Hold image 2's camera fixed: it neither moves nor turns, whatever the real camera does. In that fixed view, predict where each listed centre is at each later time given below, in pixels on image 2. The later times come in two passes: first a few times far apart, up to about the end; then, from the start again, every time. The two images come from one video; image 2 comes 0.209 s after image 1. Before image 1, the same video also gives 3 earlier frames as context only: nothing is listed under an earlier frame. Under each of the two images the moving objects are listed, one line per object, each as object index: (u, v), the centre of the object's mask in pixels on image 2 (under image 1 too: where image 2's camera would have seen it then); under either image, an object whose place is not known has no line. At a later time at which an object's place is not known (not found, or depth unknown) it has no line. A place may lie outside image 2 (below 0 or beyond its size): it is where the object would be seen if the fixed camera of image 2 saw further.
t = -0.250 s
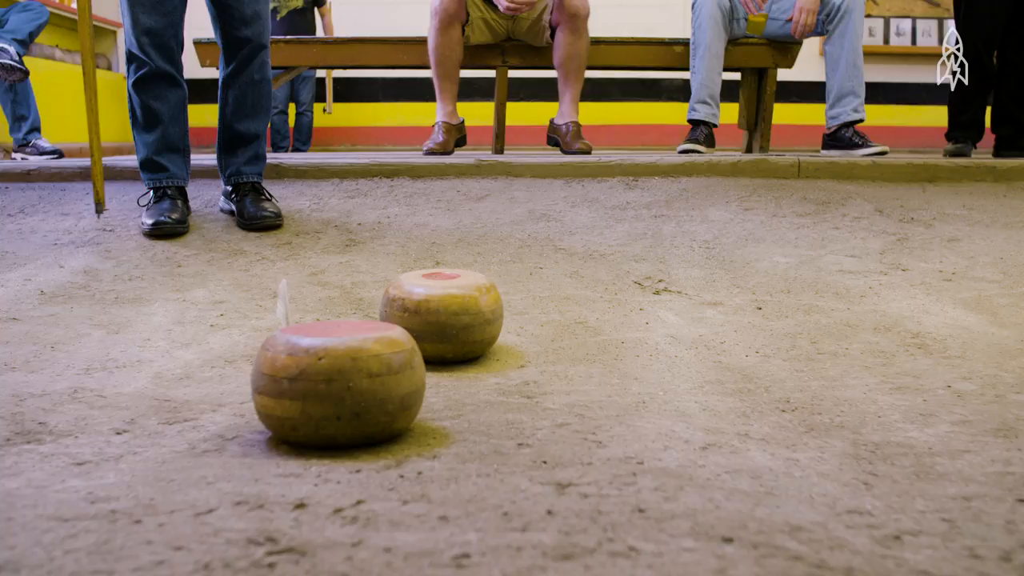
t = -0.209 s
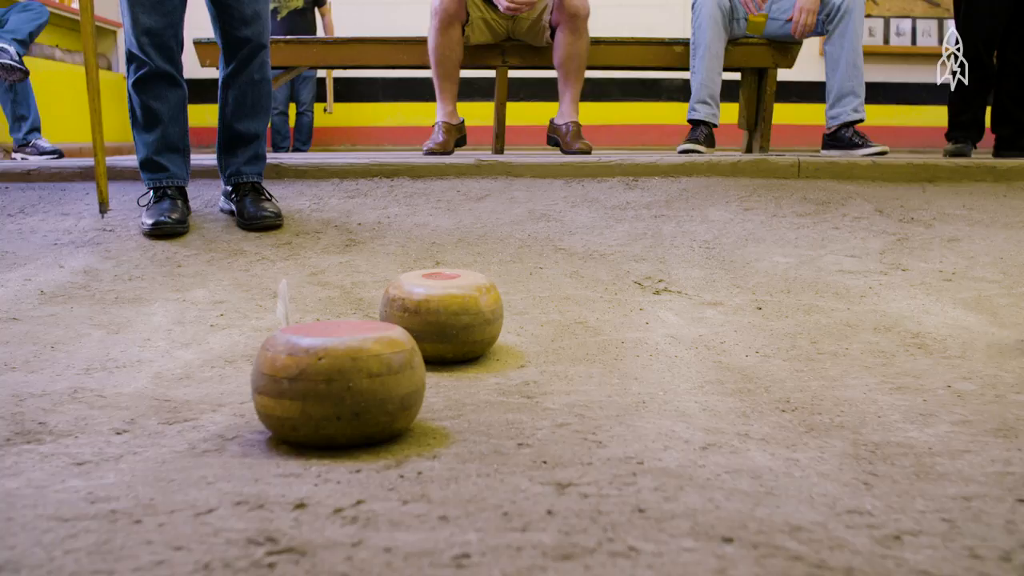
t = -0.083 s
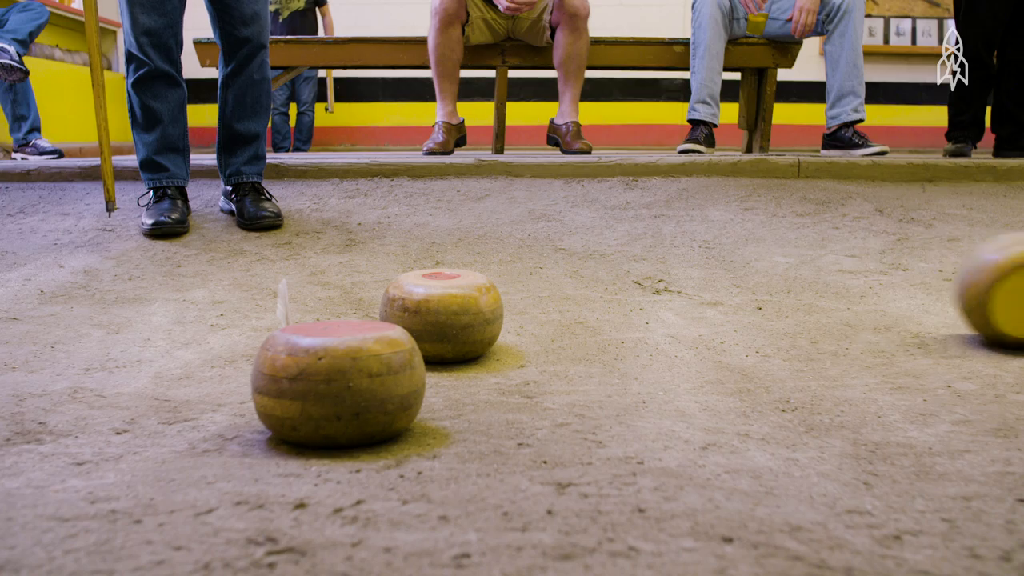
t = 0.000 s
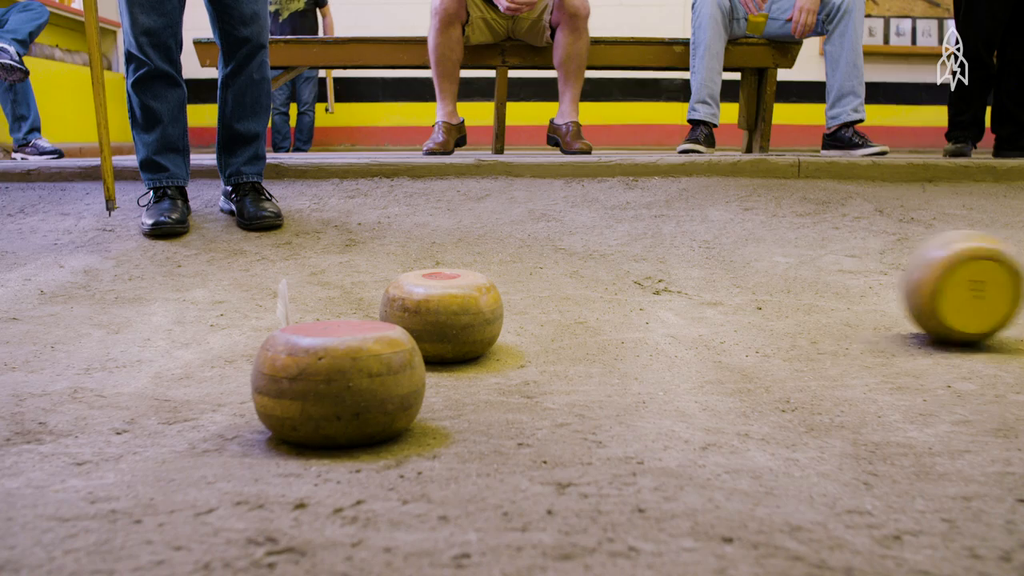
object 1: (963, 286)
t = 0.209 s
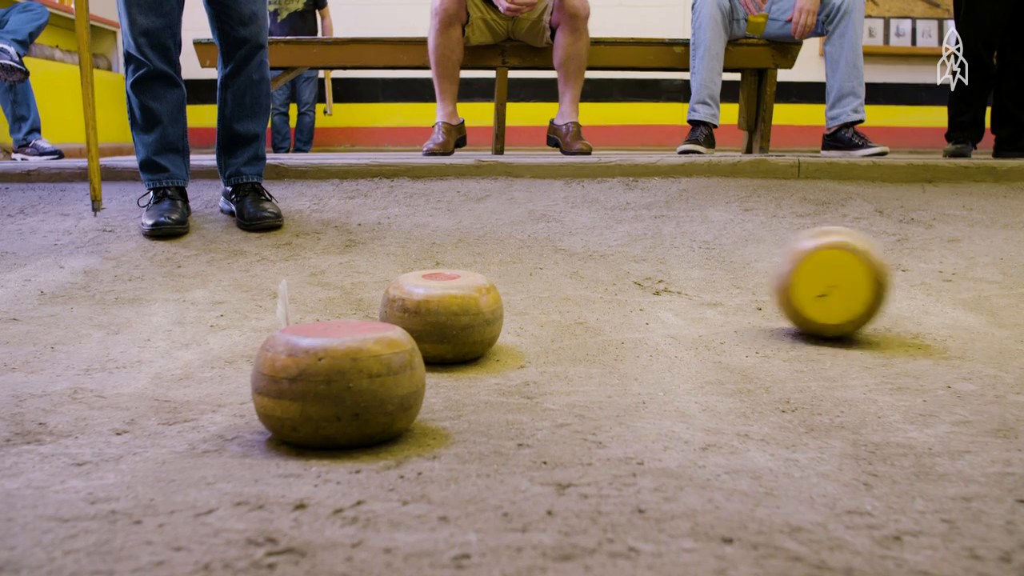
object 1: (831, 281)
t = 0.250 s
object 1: (807, 280)
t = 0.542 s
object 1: (648, 274)
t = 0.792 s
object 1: (539, 269)
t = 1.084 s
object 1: (436, 248)
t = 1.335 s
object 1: (373, 263)
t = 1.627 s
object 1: (333, 278)
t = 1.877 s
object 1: (324, 286)
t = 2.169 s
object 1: (354, 292)
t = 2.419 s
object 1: (395, 303)
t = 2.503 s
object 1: (407, 308)
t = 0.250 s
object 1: (807, 280)
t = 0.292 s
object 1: (782, 279)
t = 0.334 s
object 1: (760, 279)
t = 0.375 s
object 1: (736, 279)
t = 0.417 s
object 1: (713, 278)
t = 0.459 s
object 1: (691, 277)
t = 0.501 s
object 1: (669, 275)
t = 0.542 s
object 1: (648, 274)
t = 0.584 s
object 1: (628, 273)
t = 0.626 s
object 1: (608, 272)
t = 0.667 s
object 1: (591, 270)
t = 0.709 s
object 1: (573, 270)
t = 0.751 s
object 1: (555, 270)
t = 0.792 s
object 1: (539, 269)
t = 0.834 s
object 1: (525, 266)
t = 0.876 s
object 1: (511, 264)
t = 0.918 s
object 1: (496, 259)
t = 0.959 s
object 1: (481, 255)
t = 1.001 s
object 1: (465, 251)
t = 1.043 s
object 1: (450, 249)
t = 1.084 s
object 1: (436, 248)
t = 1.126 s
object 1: (424, 249)
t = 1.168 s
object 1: (411, 251)
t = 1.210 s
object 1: (400, 254)
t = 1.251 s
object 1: (390, 257)
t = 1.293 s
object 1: (381, 260)
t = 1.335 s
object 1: (373, 263)
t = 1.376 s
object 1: (365, 266)
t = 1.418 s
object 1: (357, 268)
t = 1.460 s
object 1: (351, 270)
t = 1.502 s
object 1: (345, 272)
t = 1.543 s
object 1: (339, 275)
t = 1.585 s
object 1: (337, 276)
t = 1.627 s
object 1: (333, 278)
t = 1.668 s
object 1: (330, 281)
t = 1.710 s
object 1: (326, 284)
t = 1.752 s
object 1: (325, 285)
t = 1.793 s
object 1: (323, 286)
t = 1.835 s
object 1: (323, 286)
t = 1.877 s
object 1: (324, 286)
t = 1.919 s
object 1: (326, 286)
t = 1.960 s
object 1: (329, 287)
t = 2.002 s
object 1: (334, 287)
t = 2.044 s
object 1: (339, 288)
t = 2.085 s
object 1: (343, 289)
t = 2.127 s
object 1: (347, 290)
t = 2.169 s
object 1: (354, 292)
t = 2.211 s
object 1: (360, 294)
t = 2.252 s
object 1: (368, 295)
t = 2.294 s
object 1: (375, 297)
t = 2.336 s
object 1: (381, 299)
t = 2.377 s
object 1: (388, 301)
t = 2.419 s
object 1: (395, 303)
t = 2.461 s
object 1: (401, 306)
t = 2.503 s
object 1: (407, 308)
